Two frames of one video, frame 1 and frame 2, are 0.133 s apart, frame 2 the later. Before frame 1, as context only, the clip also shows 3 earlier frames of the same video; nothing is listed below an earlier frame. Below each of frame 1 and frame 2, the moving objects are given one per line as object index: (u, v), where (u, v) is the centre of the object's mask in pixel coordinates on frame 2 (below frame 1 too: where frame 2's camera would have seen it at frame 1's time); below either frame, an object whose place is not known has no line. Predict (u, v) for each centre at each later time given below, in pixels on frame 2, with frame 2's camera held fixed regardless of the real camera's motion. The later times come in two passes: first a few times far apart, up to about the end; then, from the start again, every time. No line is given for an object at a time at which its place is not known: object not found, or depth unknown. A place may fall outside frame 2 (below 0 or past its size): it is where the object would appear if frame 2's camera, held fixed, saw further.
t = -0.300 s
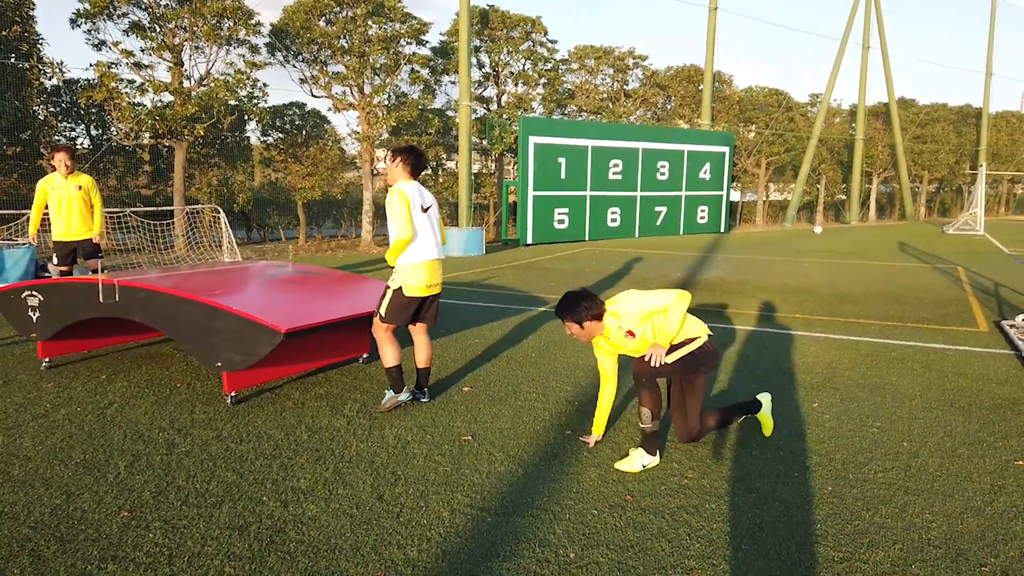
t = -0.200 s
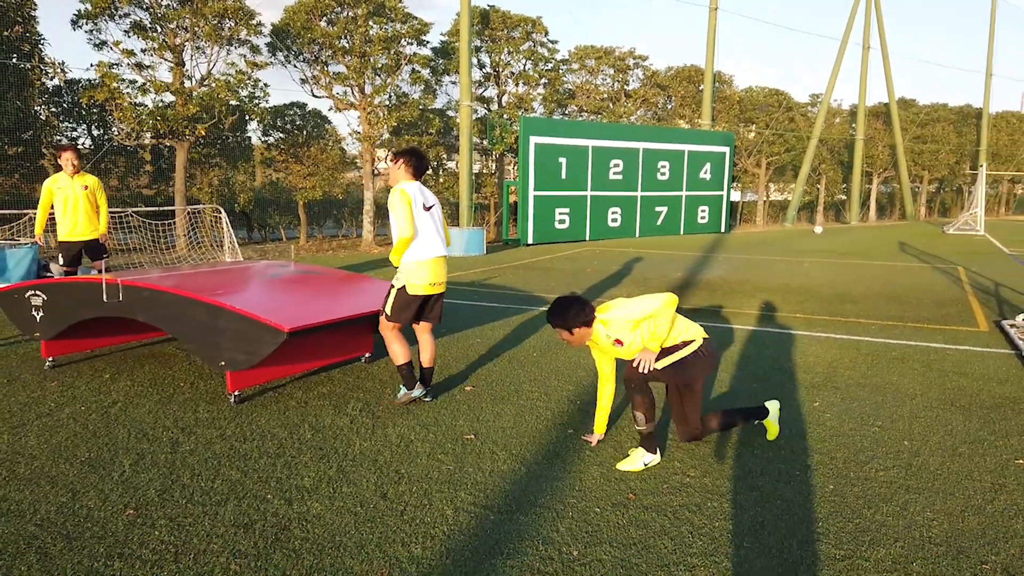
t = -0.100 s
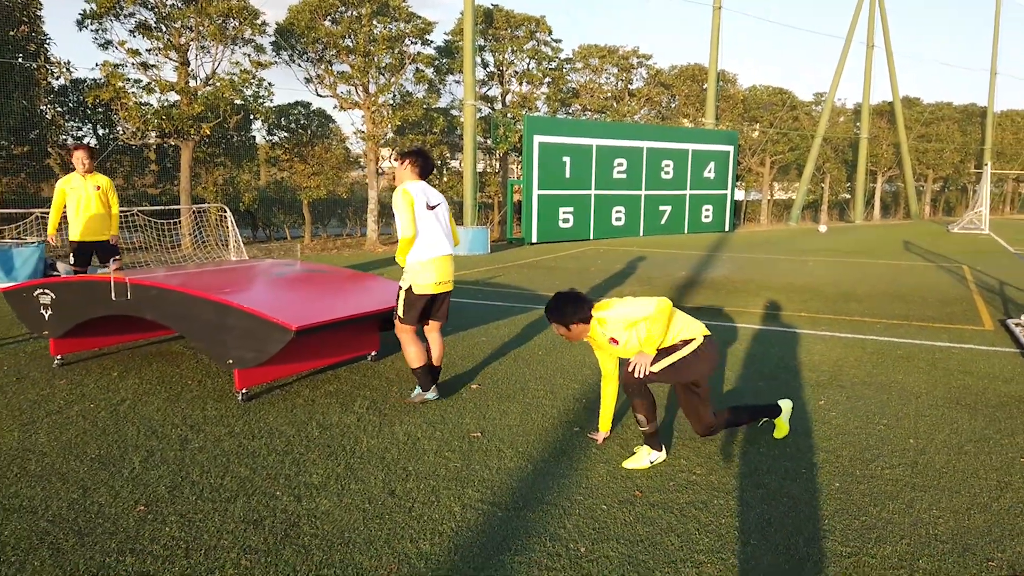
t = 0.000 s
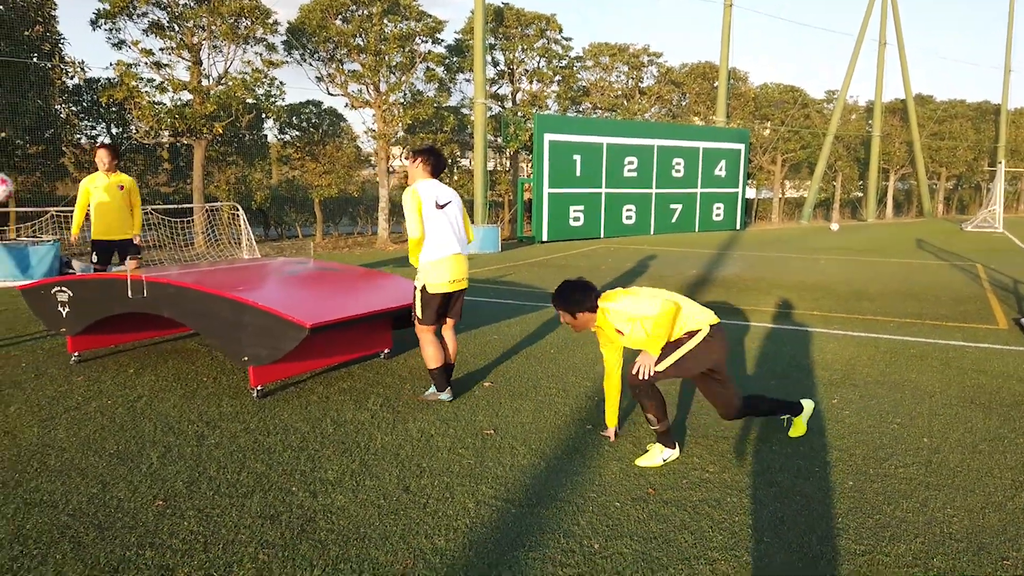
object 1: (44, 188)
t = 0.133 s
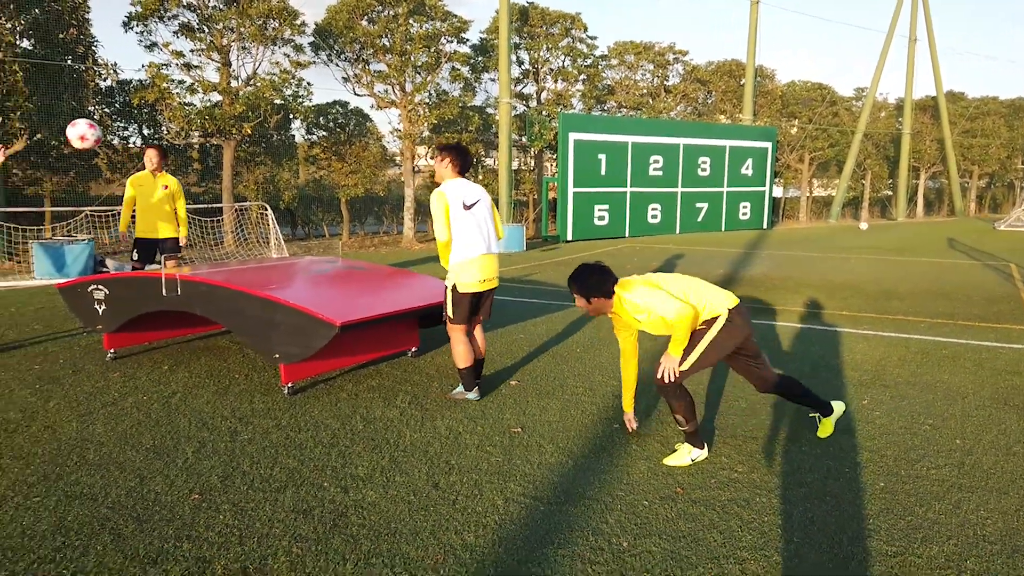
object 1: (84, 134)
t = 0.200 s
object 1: (111, 116)
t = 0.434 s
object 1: (213, 103)
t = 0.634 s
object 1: (304, 154)
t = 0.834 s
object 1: (390, 261)
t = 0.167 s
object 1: (97, 124)
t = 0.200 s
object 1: (111, 116)
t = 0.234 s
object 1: (125, 110)
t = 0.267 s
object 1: (139, 104)
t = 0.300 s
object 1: (153, 101)
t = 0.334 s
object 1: (168, 99)
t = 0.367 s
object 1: (182, 98)
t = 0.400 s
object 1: (197, 100)
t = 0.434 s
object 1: (213, 103)
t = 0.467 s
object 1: (227, 107)
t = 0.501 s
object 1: (243, 113)
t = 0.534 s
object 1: (258, 121)
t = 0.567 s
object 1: (273, 130)
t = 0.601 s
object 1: (288, 141)
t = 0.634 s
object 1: (304, 154)
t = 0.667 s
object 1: (316, 168)
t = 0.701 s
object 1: (332, 183)
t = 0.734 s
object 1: (346, 200)
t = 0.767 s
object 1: (360, 219)
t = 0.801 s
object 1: (374, 239)
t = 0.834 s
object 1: (390, 261)
